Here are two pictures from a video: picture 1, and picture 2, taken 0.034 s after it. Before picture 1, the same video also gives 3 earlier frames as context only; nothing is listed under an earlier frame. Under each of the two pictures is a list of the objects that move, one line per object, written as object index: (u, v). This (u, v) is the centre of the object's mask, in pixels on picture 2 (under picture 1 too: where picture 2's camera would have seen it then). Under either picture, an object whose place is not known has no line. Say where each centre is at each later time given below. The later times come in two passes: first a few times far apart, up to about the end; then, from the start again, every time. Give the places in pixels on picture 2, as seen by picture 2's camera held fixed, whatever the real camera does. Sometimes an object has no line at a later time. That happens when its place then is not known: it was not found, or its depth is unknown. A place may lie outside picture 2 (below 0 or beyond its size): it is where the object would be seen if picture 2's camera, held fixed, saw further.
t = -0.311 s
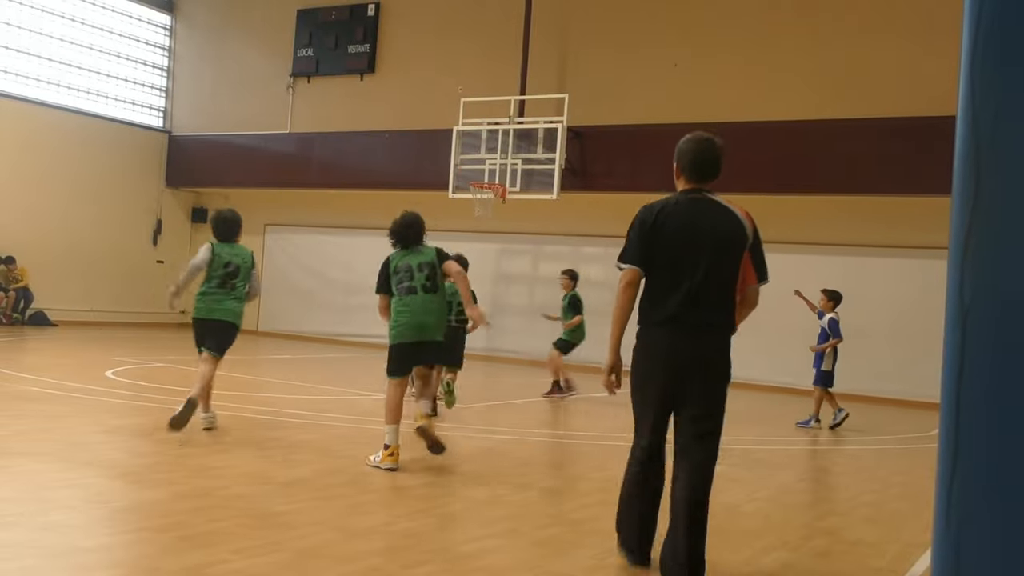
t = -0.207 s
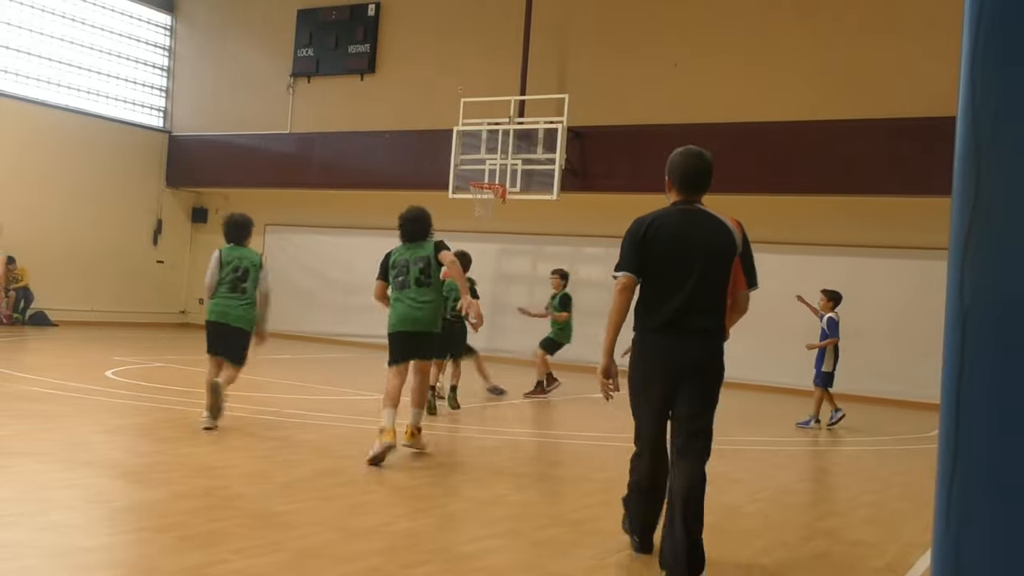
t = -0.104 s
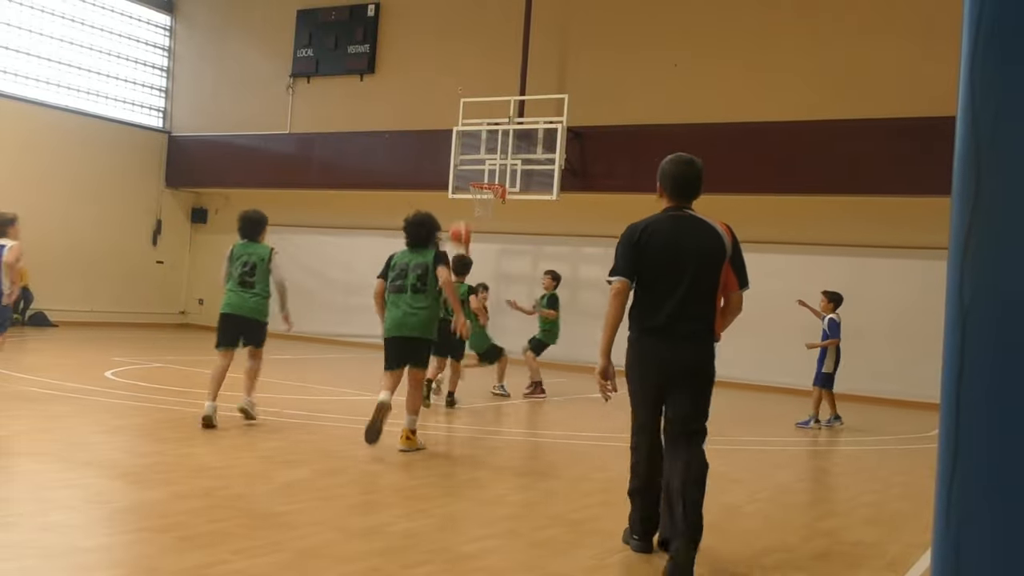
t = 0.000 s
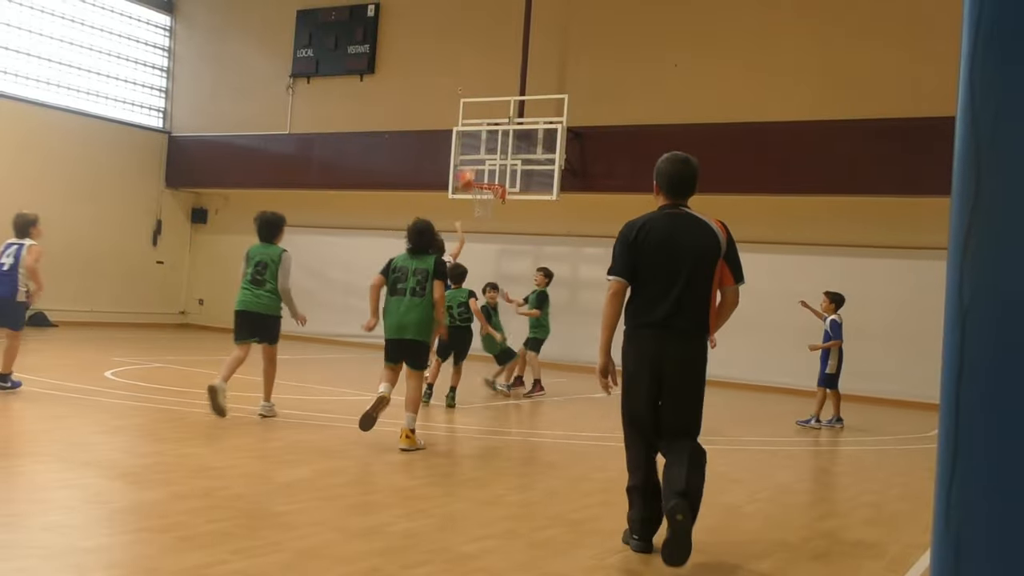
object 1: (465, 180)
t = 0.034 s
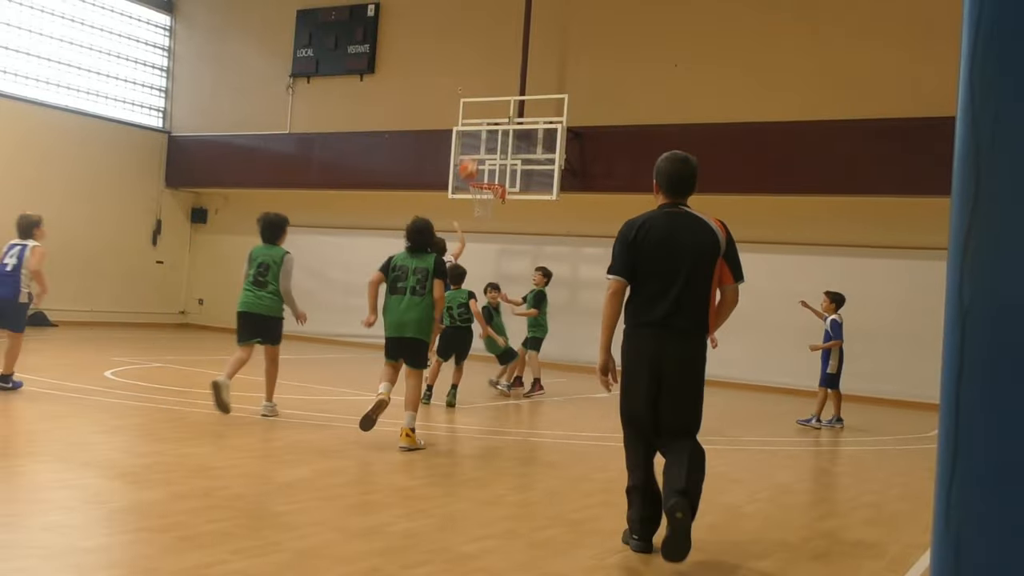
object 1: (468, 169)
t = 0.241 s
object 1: (479, 99)
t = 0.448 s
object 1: (486, 67)
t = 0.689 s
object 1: (489, 80)
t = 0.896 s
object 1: (489, 119)
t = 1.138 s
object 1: (473, 75)
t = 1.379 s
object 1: (449, 63)
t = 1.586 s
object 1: (431, 89)
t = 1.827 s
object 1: (406, 146)
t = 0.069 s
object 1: (470, 150)
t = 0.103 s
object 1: (472, 136)
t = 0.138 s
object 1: (474, 129)
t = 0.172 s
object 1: (475, 114)
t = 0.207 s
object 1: (477, 104)
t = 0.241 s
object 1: (479, 99)
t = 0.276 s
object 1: (481, 89)
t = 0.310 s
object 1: (483, 78)
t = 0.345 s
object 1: (484, 72)
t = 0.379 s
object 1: (485, 69)
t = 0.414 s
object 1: (486, 68)
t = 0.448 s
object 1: (486, 67)
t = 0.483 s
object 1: (486, 66)
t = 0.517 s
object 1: (486, 66)
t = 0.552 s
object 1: (486, 68)
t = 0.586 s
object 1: (488, 69)
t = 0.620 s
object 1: (488, 71)
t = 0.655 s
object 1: (488, 75)
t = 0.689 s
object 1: (489, 80)
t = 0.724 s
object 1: (489, 84)
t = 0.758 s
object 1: (490, 89)
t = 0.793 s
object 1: (489, 96)
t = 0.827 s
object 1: (489, 100)
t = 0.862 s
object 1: (489, 109)
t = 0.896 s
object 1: (489, 119)
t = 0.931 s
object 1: (488, 114)
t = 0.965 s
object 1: (486, 104)
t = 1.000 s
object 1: (482, 95)
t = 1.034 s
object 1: (481, 92)
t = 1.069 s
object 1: (478, 85)
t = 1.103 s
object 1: (475, 78)
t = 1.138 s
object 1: (473, 75)
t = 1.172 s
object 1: (470, 70)
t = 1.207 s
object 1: (468, 66)
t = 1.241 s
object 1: (466, 64)
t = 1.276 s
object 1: (462, 63)
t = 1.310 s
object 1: (459, 61)
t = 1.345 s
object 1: (453, 62)
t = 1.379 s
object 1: (449, 63)
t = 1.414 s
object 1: (448, 65)
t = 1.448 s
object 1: (444, 68)
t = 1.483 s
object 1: (441, 72)
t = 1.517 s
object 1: (439, 75)
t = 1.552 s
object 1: (435, 81)
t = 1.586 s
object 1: (431, 89)
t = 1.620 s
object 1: (428, 92)
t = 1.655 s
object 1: (424, 101)
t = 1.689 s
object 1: (420, 110)
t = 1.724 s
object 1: (418, 115)
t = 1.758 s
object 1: (413, 129)
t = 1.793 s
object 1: (409, 140)
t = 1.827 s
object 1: (406, 146)
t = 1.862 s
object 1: (402, 161)
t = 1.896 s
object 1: (397, 177)
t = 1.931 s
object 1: (395, 184)
